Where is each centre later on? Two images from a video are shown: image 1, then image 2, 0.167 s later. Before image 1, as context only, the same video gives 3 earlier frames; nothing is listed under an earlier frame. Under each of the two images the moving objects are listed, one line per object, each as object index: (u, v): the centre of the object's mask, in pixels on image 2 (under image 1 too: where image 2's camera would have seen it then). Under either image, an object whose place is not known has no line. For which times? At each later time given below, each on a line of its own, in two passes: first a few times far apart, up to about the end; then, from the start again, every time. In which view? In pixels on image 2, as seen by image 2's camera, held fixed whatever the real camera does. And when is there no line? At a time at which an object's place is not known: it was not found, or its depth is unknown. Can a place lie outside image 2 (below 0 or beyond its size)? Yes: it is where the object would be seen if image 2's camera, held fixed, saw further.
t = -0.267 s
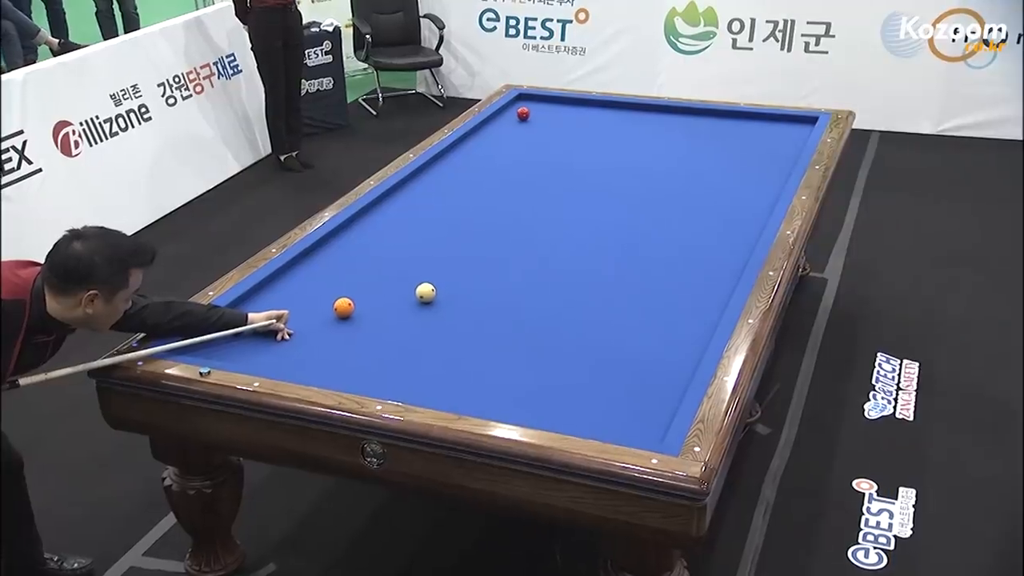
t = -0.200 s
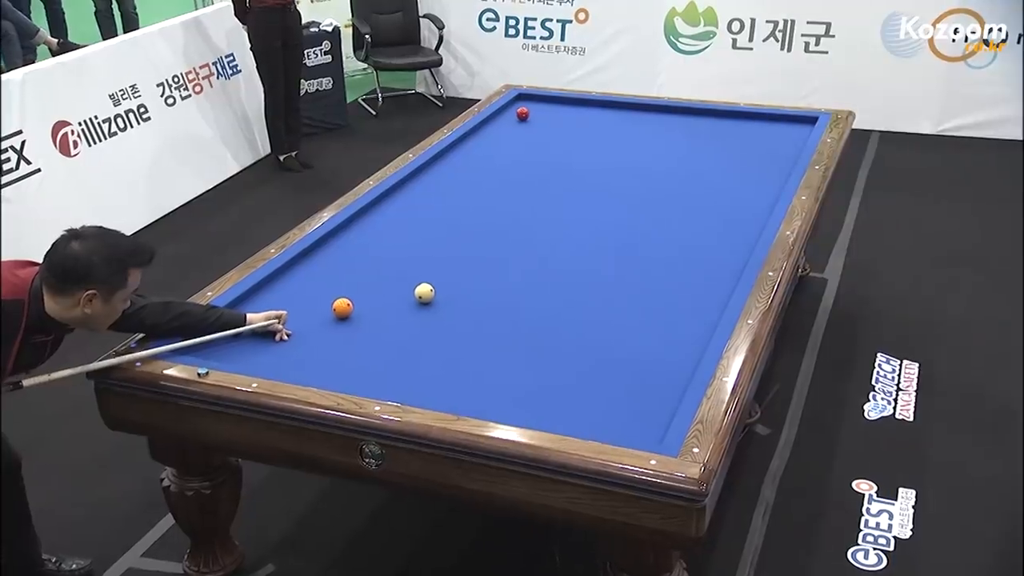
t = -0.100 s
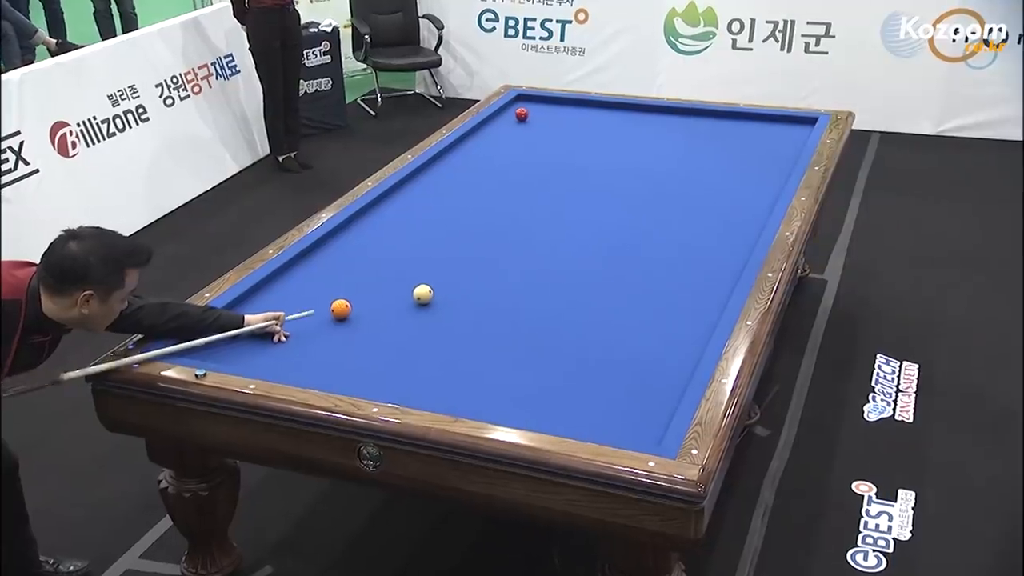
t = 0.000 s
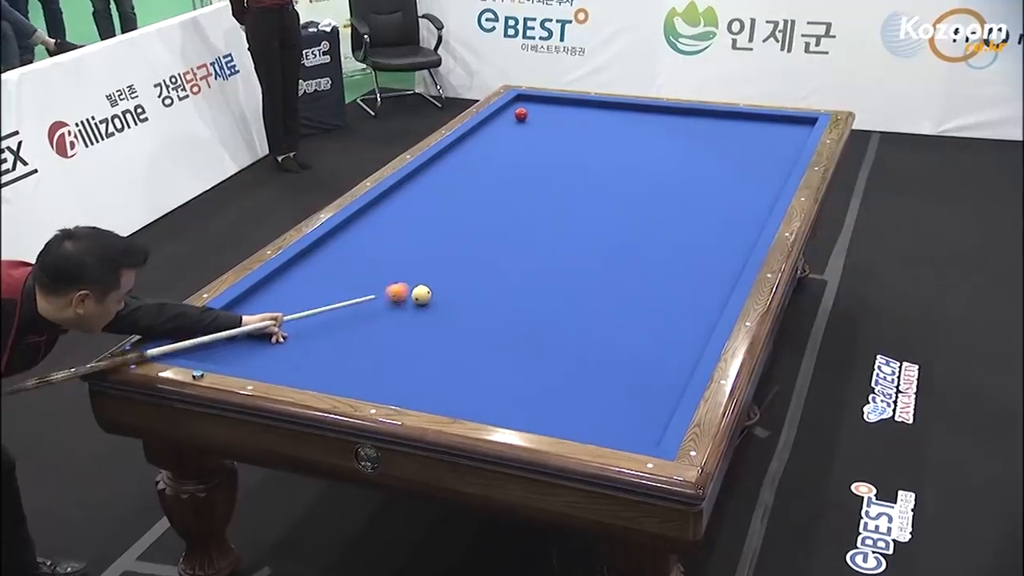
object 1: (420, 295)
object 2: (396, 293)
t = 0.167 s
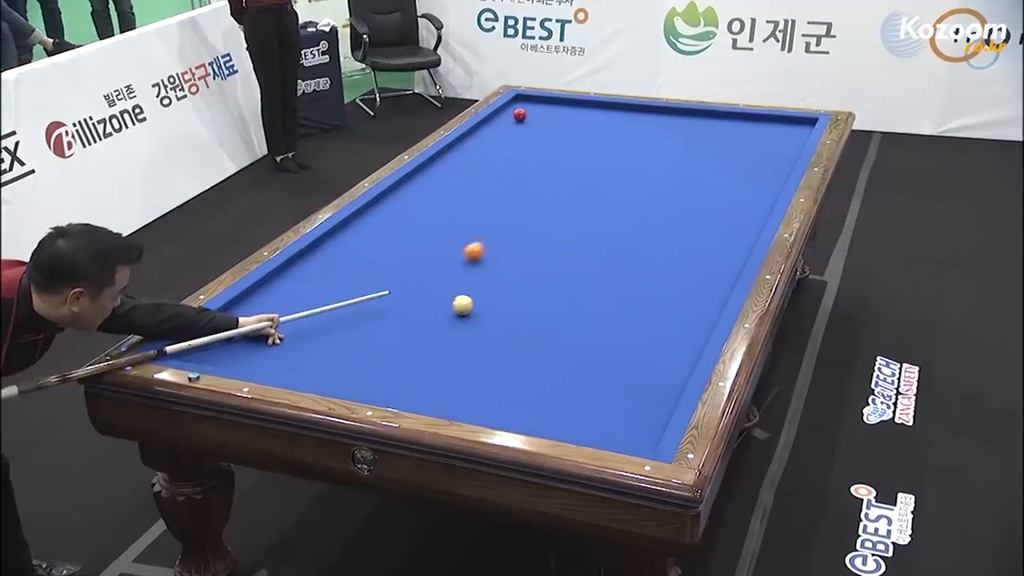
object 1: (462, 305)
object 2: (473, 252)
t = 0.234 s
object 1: (477, 308)
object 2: (503, 237)
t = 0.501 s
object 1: (537, 322)
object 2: (604, 186)
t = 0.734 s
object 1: (591, 333)
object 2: (677, 149)
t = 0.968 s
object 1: (645, 345)
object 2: (738, 117)
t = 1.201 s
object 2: (733, 147)
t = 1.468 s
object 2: (734, 178)
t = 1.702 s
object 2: (737, 206)
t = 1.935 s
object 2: (740, 238)
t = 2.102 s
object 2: (724, 259)
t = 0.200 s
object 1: (470, 306)
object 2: (488, 245)
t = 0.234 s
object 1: (477, 308)
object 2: (503, 237)
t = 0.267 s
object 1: (484, 310)
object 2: (516, 230)
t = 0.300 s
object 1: (491, 312)
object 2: (530, 223)
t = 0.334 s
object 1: (499, 313)
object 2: (543, 217)
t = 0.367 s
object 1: (506, 315)
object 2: (556, 210)
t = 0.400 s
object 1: (514, 317)
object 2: (569, 203)
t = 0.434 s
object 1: (522, 318)
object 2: (581, 197)
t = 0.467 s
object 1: (529, 320)
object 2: (592, 191)
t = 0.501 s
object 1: (537, 322)
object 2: (604, 186)
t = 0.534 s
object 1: (544, 324)
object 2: (615, 180)
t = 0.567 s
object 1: (552, 325)
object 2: (626, 174)
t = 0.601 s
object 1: (560, 327)
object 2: (637, 169)
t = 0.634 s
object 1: (567, 329)
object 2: (647, 164)
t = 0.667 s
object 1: (575, 330)
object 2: (657, 159)
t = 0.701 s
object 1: (583, 332)
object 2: (667, 154)
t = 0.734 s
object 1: (591, 333)
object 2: (677, 149)
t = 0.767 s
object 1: (598, 335)
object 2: (686, 144)
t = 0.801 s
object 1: (606, 337)
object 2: (696, 139)
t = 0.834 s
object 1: (614, 339)
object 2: (704, 135)
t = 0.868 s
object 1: (622, 340)
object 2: (714, 130)
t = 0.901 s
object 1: (630, 342)
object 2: (722, 126)
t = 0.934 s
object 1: (637, 344)
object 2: (731, 121)
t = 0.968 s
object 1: (645, 345)
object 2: (738, 117)
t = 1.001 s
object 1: (653, 347)
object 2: (737, 122)
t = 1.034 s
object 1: (661, 349)
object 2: (736, 126)
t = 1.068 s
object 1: (669, 350)
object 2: (735, 130)
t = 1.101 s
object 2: (734, 135)
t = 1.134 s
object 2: (734, 139)
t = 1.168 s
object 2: (733, 143)
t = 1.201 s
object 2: (733, 147)
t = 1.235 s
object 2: (733, 152)
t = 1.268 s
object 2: (733, 156)
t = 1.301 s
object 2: (733, 159)
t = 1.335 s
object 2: (733, 163)
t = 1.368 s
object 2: (733, 167)
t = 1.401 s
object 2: (733, 170)
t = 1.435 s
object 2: (734, 174)
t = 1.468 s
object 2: (734, 178)
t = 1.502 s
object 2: (735, 182)
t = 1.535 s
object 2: (735, 186)
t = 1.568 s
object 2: (735, 190)
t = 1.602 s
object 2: (736, 194)
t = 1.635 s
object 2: (736, 198)
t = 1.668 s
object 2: (737, 202)
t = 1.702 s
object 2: (737, 206)
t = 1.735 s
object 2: (738, 211)
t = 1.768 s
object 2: (738, 215)
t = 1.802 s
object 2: (738, 219)
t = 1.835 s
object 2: (739, 224)
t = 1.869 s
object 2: (739, 228)
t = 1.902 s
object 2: (739, 233)
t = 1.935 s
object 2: (740, 238)
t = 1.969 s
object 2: (739, 242)
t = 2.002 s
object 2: (735, 247)
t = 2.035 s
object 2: (732, 250)
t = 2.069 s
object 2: (728, 255)
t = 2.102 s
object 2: (724, 259)
